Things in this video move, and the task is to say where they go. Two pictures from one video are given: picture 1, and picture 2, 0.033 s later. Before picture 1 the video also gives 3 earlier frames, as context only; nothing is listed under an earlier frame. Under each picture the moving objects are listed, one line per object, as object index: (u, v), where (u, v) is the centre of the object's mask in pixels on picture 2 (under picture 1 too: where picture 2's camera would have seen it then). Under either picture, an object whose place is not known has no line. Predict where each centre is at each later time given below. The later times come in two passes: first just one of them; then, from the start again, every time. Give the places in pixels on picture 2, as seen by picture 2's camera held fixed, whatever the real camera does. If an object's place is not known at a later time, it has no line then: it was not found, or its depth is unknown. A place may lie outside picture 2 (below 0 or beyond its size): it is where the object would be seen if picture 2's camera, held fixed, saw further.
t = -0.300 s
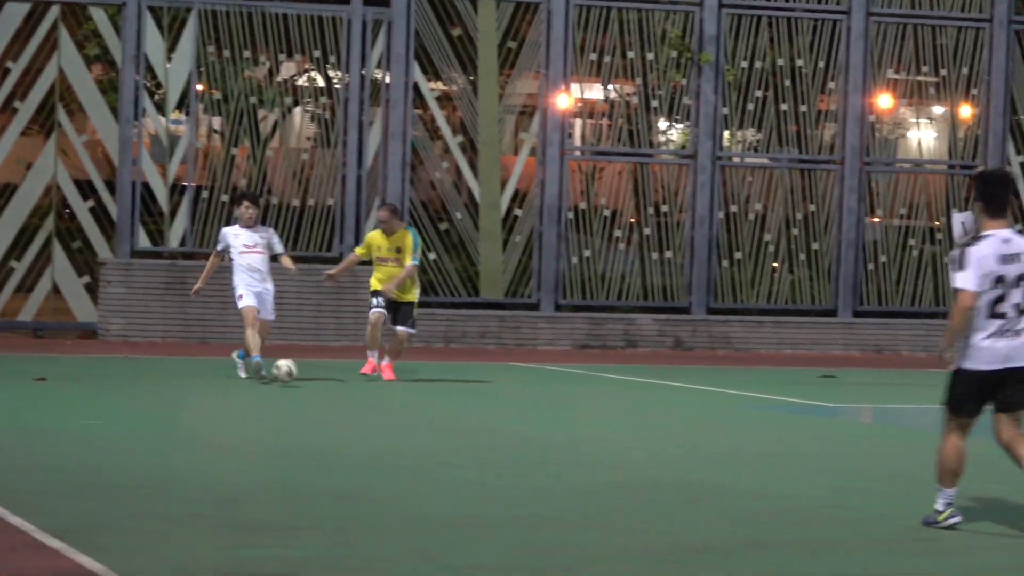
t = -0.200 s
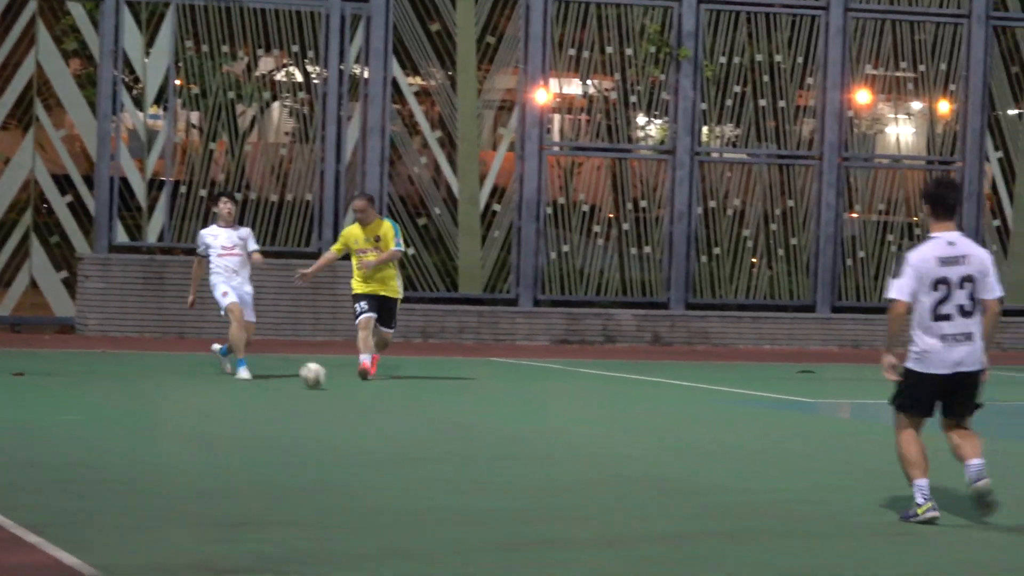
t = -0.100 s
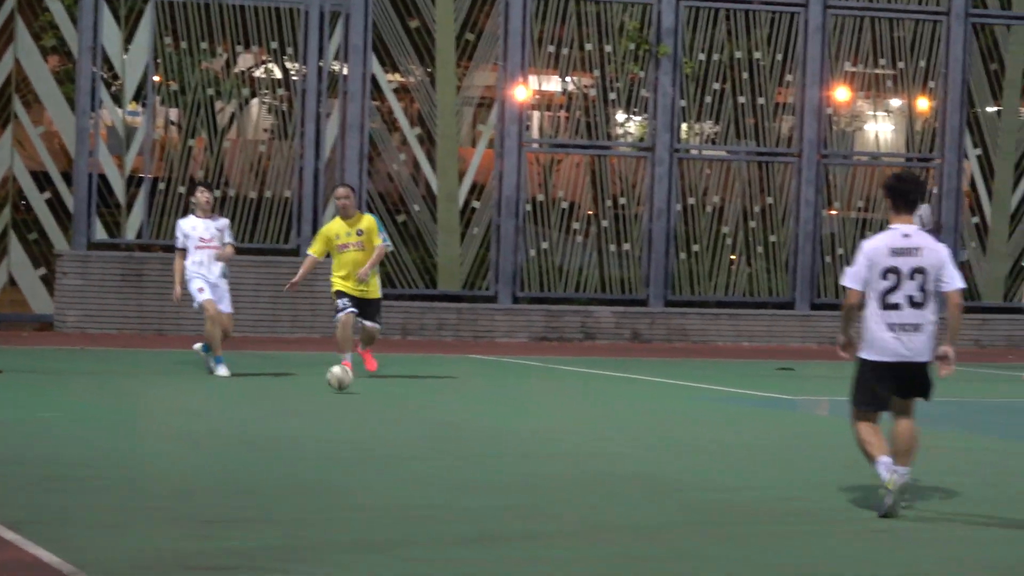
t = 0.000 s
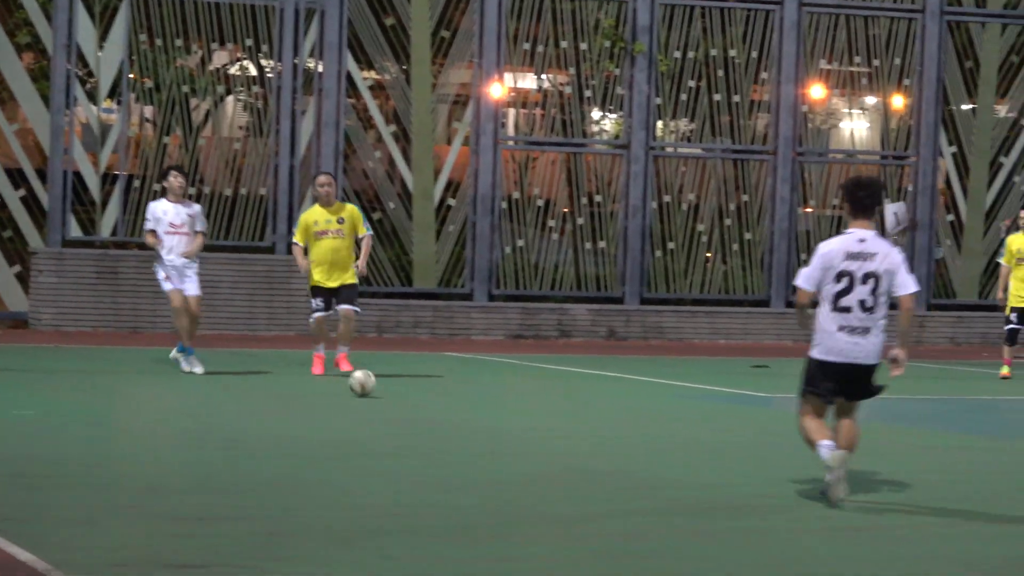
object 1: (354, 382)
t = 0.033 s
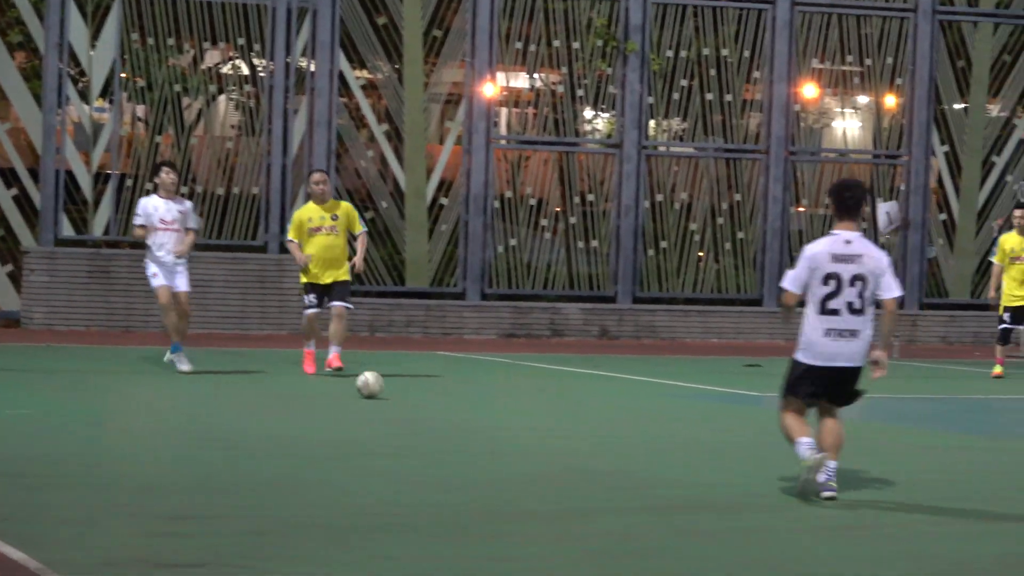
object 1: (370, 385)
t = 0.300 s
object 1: (490, 400)
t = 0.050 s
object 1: (378, 385)
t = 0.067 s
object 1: (385, 386)
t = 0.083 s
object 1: (393, 388)
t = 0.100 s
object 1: (400, 388)
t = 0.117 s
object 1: (407, 389)
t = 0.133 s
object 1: (415, 390)
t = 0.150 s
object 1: (422, 392)
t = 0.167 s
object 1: (430, 392)
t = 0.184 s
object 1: (437, 393)
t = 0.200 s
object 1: (444, 393)
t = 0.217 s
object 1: (453, 394)
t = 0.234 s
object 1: (460, 396)
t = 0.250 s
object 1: (467, 398)
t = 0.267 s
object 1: (475, 399)
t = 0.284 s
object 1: (482, 400)
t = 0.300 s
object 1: (490, 400)
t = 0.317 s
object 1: (499, 401)
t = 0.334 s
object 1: (506, 404)
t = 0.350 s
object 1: (515, 405)
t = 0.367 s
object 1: (523, 408)
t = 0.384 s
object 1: (531, 410)
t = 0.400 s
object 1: (540, 409)
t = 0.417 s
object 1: (549, 412)
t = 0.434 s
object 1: (556, 415)
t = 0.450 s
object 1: (565, 415)
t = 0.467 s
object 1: (574, 419)
